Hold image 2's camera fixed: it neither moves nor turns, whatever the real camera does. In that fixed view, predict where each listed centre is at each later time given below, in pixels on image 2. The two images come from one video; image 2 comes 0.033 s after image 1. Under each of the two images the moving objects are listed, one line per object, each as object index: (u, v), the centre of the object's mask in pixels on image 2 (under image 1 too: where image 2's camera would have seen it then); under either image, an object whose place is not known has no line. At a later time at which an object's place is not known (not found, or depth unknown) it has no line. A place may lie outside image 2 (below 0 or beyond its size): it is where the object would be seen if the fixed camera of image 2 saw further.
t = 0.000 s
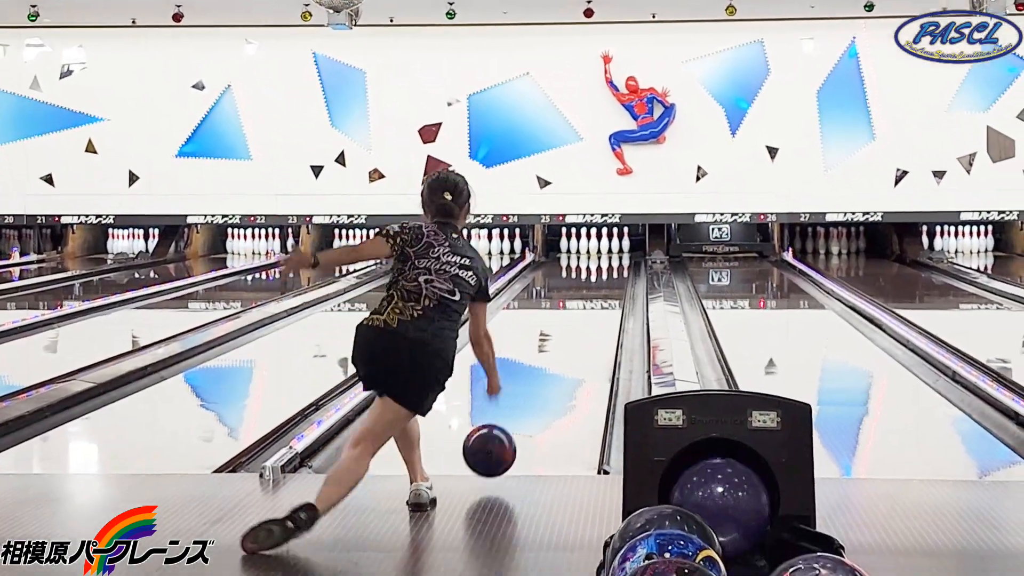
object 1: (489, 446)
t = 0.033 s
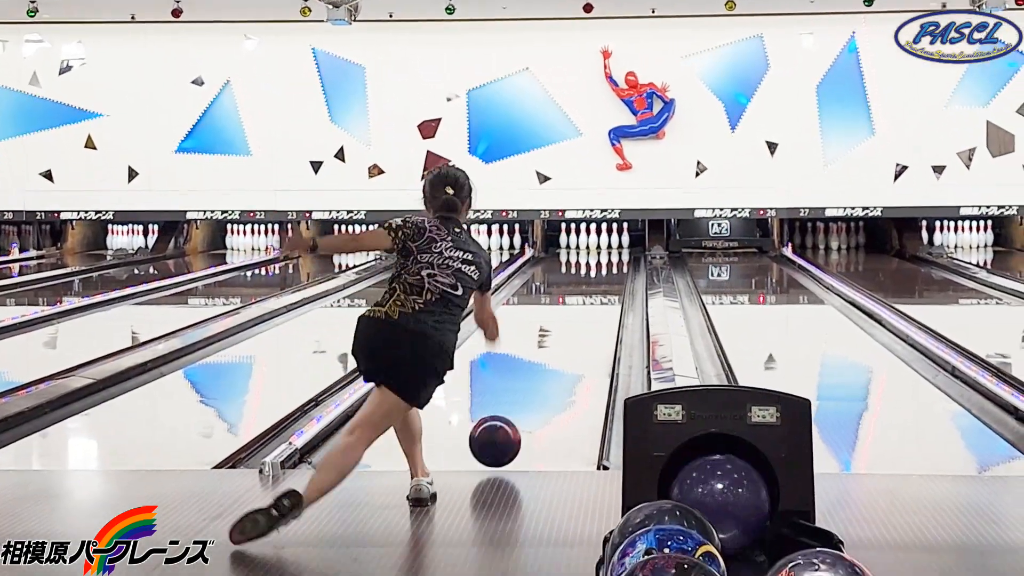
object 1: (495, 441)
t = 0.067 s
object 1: (500, 436)
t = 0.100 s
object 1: (506, 426)
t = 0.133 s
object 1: (511, 418)
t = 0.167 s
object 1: (515, 411)
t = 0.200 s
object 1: (519, 404)
